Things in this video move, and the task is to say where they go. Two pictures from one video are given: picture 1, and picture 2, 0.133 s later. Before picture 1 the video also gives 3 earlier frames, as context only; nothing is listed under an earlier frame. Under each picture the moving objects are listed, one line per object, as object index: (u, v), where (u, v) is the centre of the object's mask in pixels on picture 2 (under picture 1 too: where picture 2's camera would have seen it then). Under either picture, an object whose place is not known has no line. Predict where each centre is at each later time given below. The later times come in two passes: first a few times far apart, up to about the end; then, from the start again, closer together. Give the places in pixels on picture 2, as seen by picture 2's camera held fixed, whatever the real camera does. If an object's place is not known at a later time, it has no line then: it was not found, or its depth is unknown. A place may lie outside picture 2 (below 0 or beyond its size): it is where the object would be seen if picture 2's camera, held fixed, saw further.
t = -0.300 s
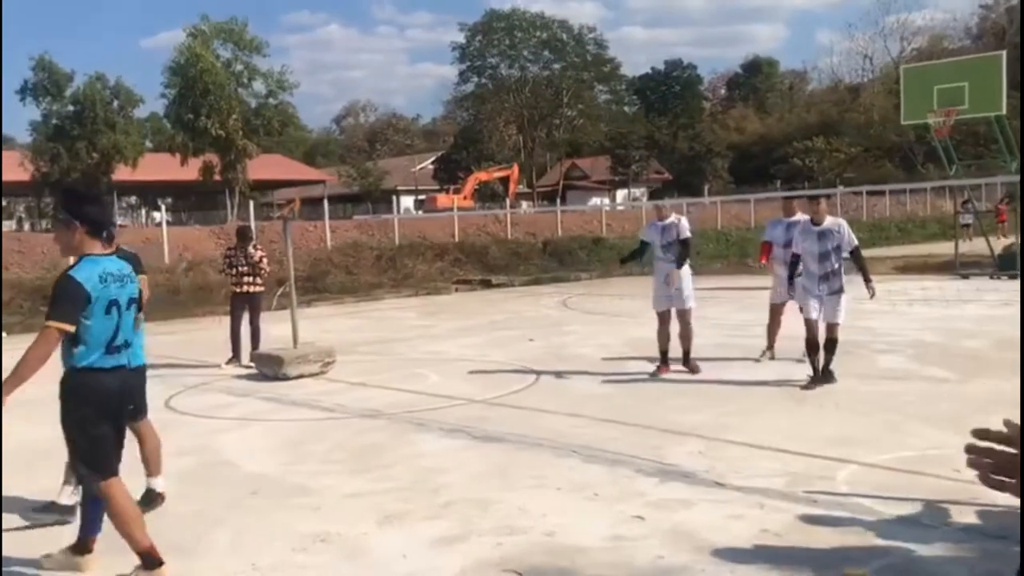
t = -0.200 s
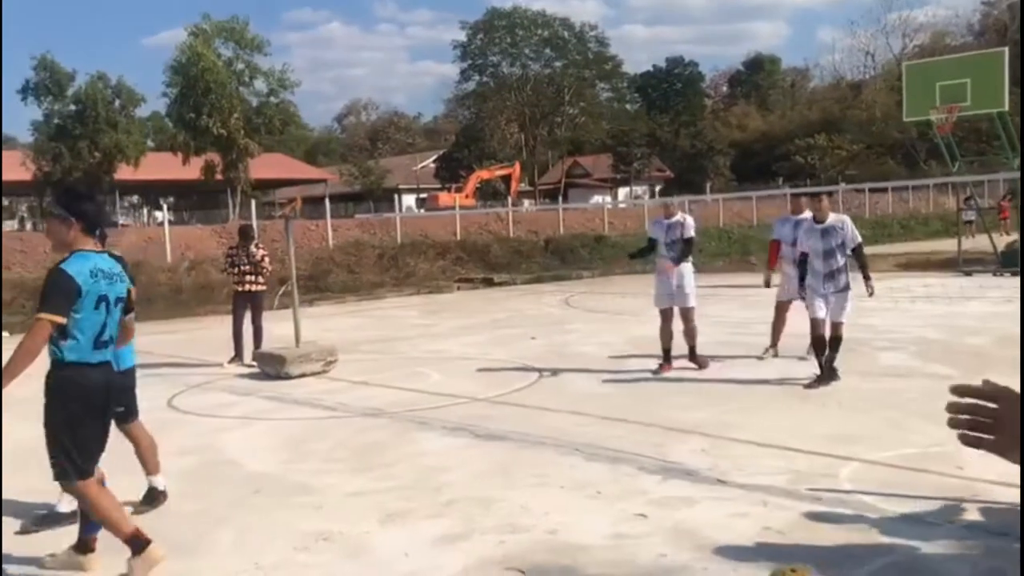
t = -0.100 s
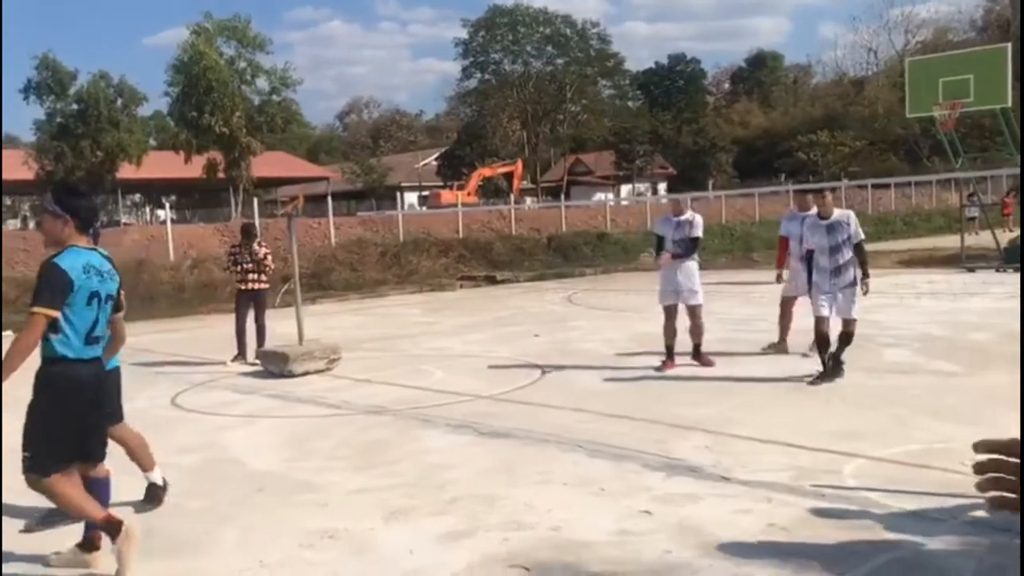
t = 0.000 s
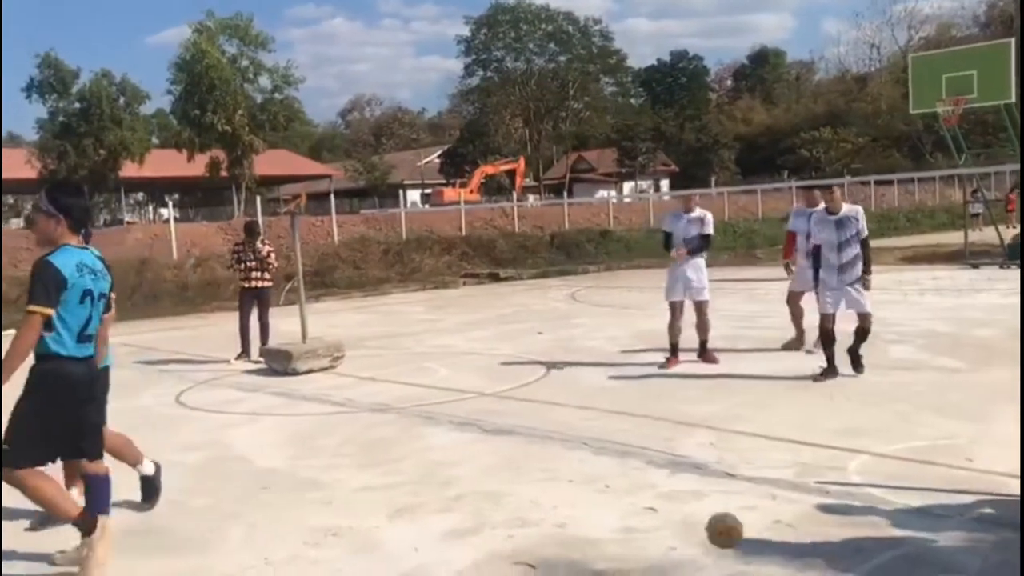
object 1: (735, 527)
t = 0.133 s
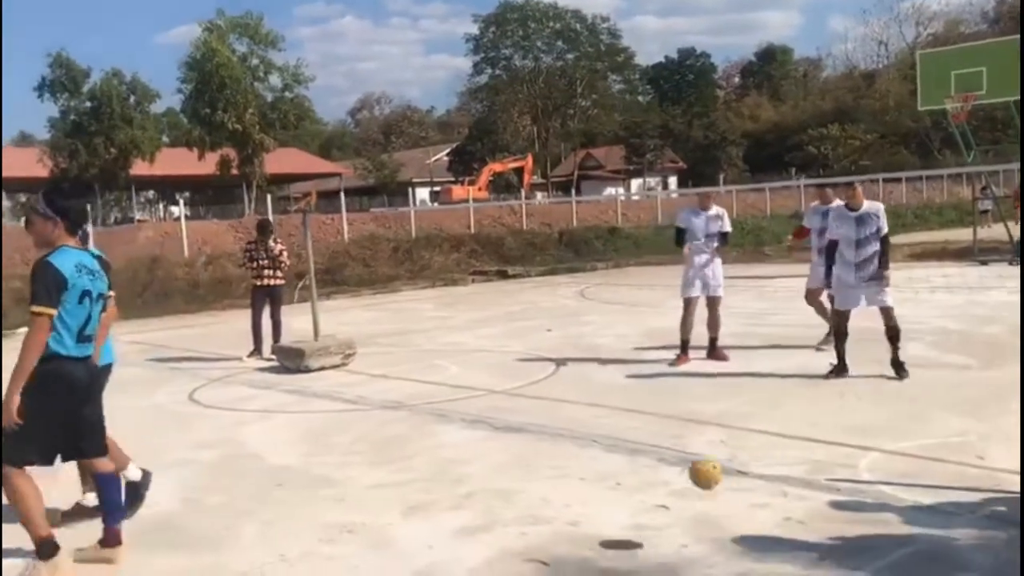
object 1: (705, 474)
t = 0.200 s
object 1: (693, 466)
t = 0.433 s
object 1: (658, 466)
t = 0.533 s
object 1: (645, 440)
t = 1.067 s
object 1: (590, 404)
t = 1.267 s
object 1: (574, 391)
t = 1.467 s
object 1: (561, 383)
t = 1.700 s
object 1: (551, 375)
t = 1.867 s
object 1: (546, 370)
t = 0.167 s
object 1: (699, 468)
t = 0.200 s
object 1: (693, 466)
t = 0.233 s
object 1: (688, 465)
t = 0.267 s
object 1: (682, 468)
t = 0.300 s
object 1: (677, 472)
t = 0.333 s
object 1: (671, 479)
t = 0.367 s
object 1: (667, 489)
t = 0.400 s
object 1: (662, 480)
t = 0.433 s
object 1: (658, 466)
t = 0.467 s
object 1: (653, 454)
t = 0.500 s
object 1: (649, 446)
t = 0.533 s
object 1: (645, 440)
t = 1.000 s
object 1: (595, 412)
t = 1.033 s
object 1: (592, 408)
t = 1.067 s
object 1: (590, 404)
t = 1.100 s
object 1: (586, 403)
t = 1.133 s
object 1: (585, 402)
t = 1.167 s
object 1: (582, 404)
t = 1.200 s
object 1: (579, 399)
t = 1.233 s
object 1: (577, 395)
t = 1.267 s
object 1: (574, 391)
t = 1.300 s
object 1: (572, 390)
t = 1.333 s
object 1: (570, 390)
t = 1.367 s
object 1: (567, 392)
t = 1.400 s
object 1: (565, 388)
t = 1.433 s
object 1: (563, 385)
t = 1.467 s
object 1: (561, 383)
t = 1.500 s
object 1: (560, 382)
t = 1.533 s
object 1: (559, 384)
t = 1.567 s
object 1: (557, 382)
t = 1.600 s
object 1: (556, 378)
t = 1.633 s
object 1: (554, 378)
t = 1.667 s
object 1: (552, 377)
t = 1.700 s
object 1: (551, 375)
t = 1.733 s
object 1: (550, 374)
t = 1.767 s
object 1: (549, 372)
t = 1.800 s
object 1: (548, 372)
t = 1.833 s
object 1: (547, 371)
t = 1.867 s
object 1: (546, 370)
